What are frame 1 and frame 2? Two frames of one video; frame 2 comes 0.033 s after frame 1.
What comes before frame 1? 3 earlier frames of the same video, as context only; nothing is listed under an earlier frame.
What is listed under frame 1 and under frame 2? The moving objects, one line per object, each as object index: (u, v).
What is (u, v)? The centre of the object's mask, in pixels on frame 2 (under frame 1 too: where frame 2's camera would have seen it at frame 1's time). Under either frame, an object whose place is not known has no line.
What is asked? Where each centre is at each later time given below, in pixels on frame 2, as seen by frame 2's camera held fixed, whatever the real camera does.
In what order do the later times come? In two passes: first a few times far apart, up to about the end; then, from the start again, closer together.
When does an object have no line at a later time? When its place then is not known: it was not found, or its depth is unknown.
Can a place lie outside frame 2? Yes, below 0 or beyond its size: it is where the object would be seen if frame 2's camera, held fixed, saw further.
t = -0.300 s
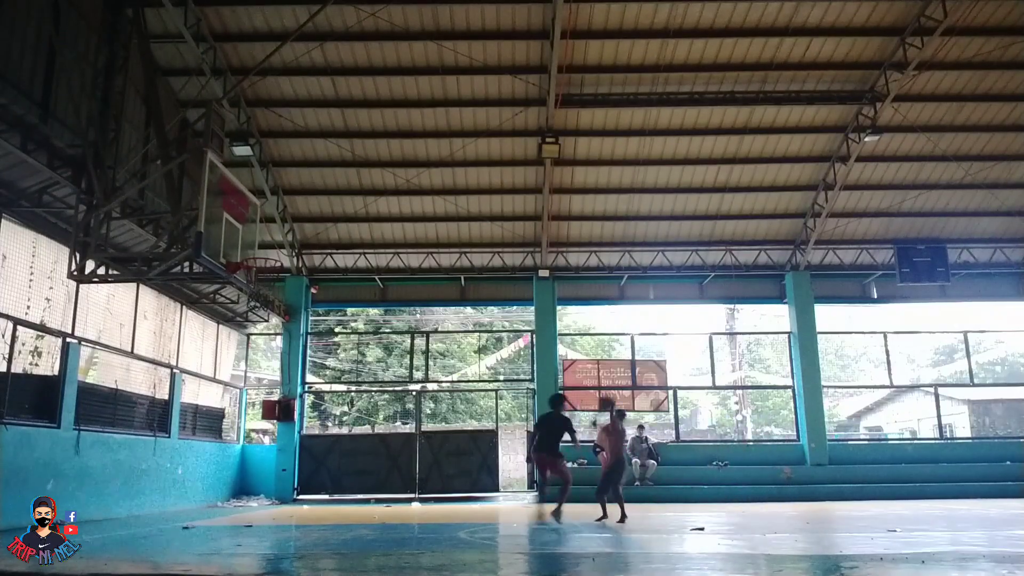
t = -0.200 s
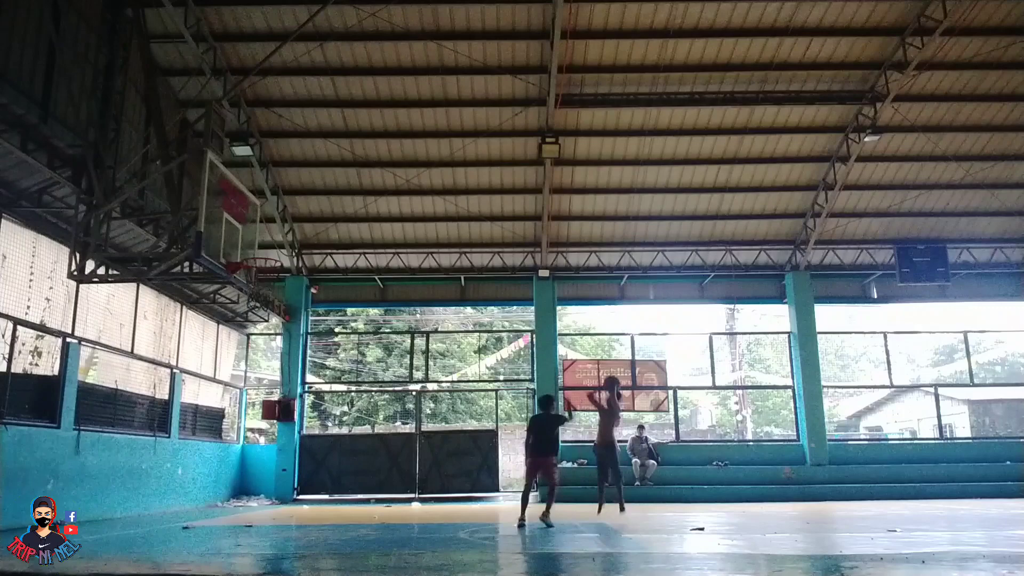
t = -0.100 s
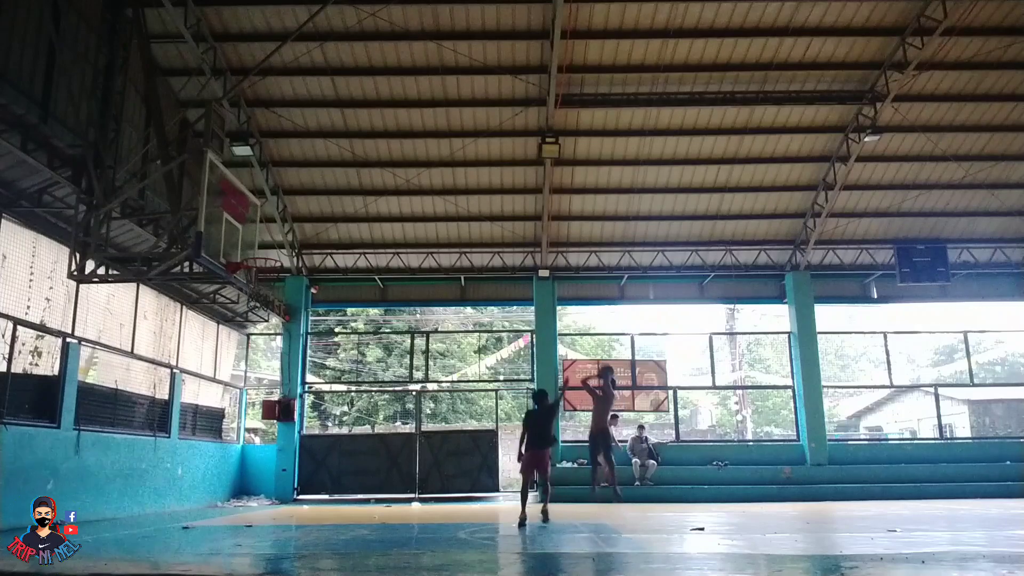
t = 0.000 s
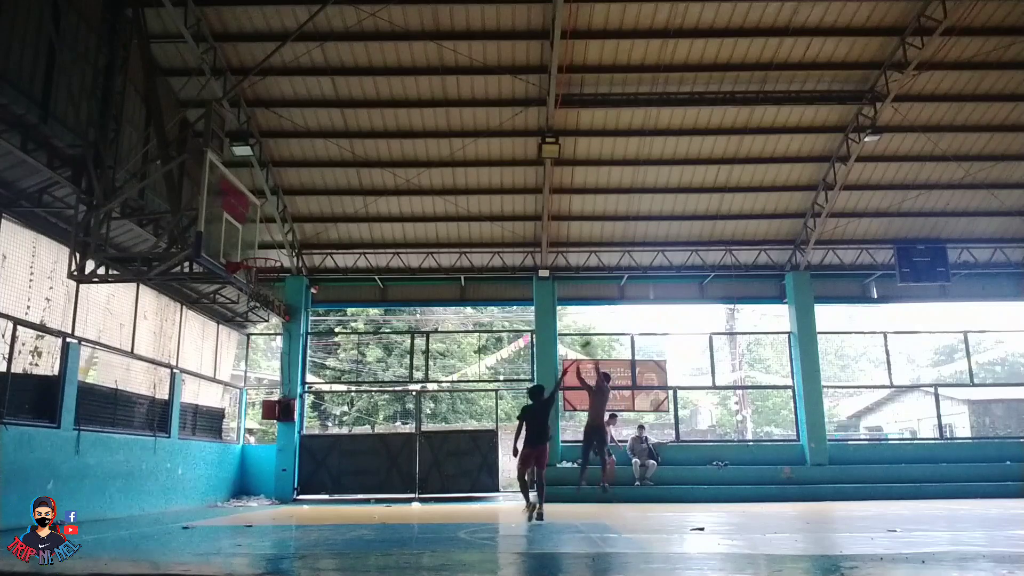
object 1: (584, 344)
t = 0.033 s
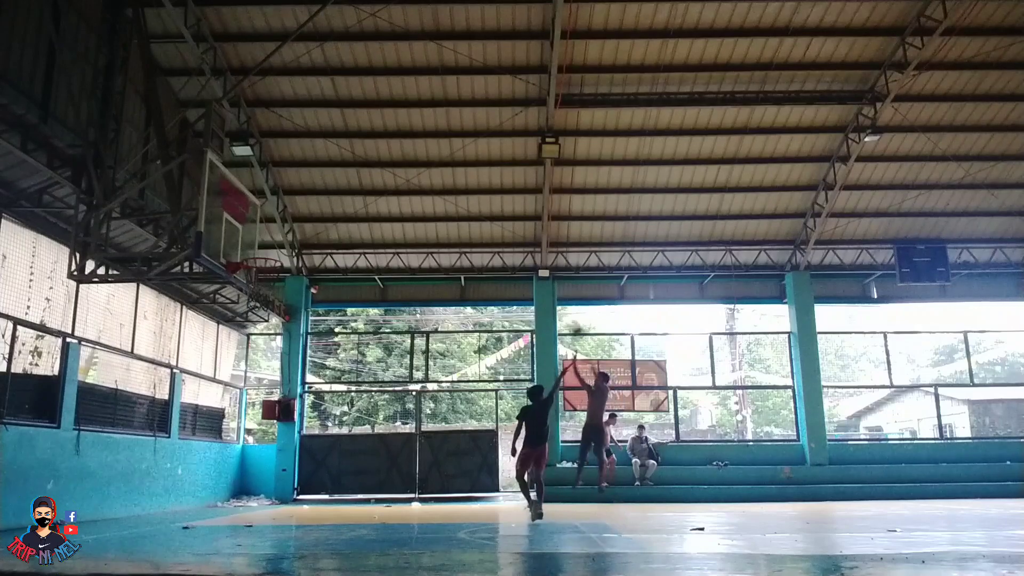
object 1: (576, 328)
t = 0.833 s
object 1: (310, 247)
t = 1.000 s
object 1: (306, 276)
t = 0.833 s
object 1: (310, 247)
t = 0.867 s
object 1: (297, 261)
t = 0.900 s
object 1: (290, 263)
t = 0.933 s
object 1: (296, 265)
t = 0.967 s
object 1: (301, 270)
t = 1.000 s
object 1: (306, 276)
